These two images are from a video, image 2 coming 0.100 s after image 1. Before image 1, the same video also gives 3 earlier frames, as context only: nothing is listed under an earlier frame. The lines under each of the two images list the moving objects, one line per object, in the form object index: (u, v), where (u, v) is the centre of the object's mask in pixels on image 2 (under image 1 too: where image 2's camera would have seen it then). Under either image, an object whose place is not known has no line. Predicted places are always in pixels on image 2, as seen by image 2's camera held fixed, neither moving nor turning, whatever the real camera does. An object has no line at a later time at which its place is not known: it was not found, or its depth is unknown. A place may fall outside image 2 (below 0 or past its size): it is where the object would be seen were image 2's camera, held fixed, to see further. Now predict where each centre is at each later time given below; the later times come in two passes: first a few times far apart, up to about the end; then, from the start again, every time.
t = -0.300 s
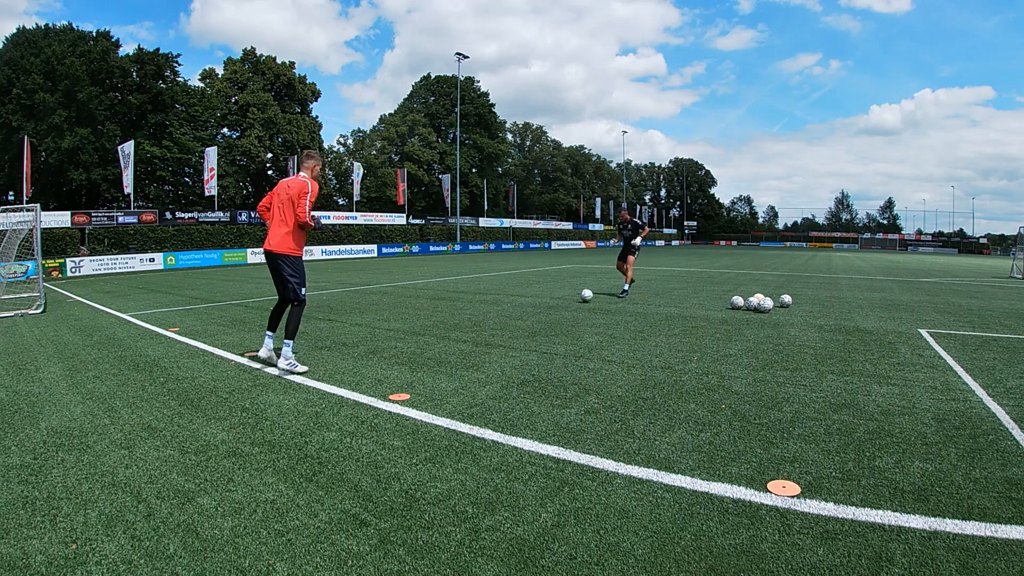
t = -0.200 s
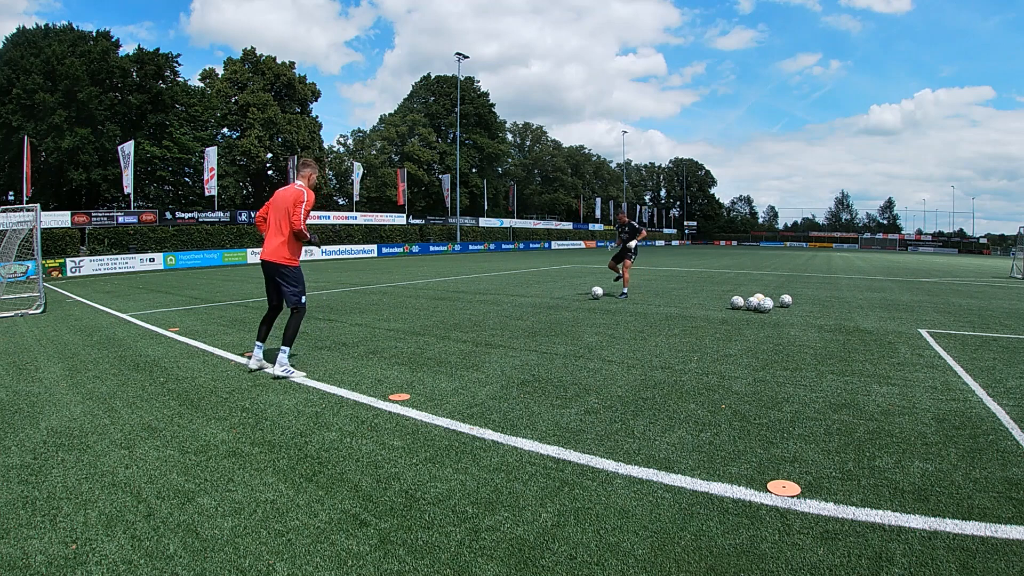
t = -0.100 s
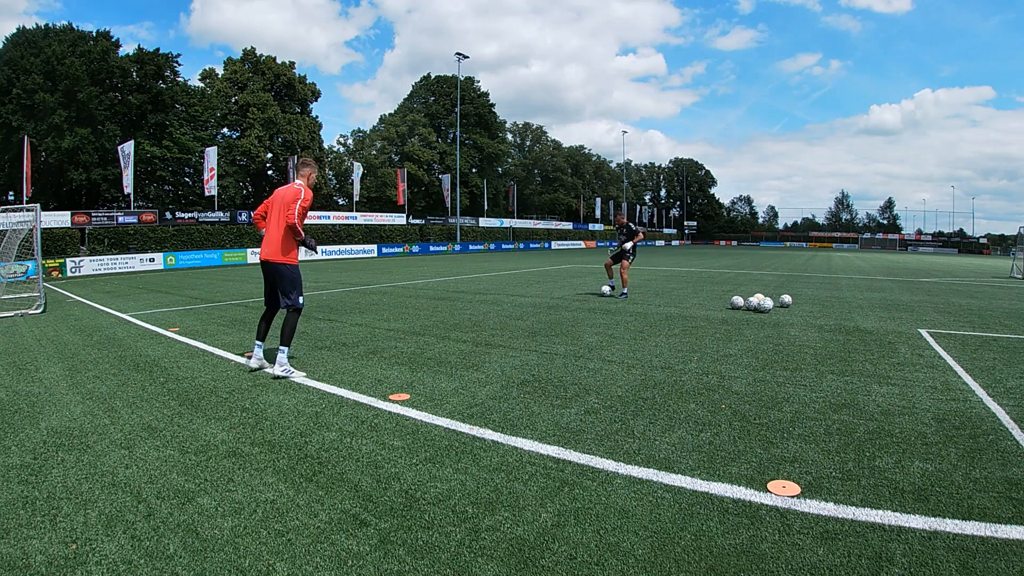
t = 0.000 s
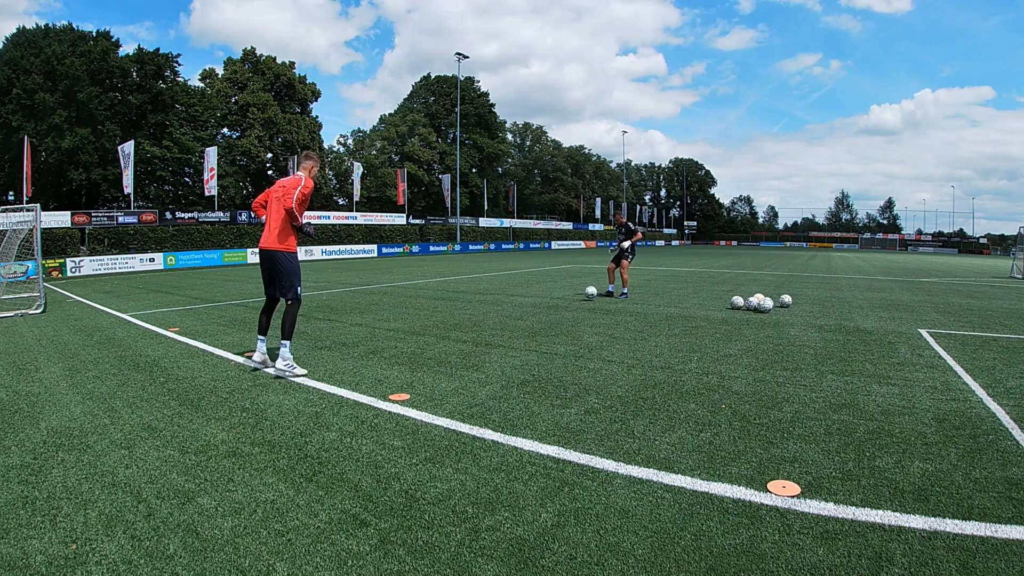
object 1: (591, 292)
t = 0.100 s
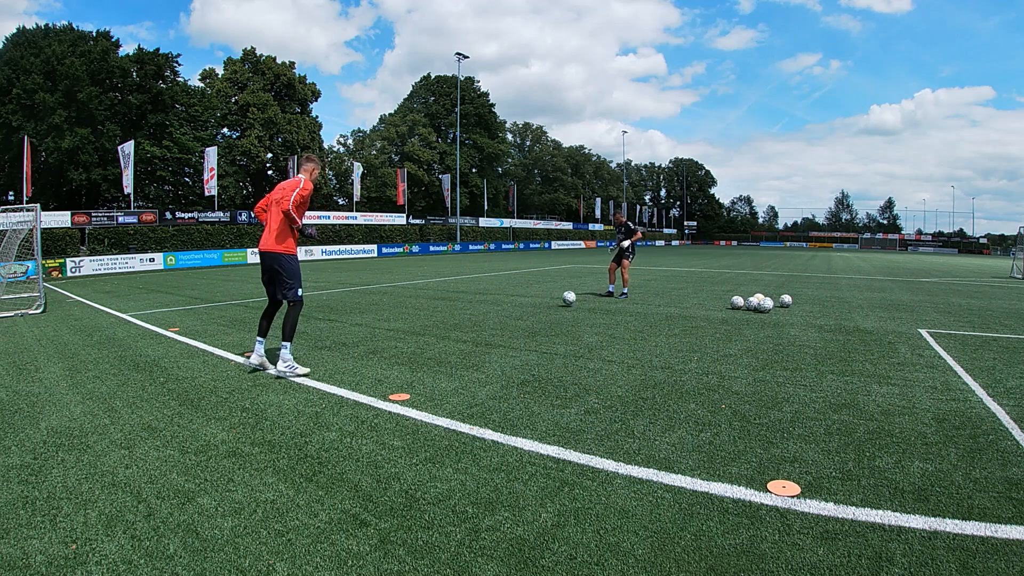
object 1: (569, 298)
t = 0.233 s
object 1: (537, 305)
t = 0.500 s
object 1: (464, 325)
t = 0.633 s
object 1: (420, 335)
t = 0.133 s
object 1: (561, 301)
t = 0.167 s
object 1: (553, 303)
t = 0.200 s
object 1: (545, 304)
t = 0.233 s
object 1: (537, 305)
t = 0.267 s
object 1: (528, 307)
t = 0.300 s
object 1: (520, 310)
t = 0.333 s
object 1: (510, 314)
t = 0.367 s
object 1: (501, 316)
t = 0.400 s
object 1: (493, 317)
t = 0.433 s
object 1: (483, 319)
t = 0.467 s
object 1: (474, 322)
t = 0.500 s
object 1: (464, 325)
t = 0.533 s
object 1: (454, 326)
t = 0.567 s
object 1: (443, 328)
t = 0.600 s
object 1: (432, 331)
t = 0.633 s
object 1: (420, 335)
